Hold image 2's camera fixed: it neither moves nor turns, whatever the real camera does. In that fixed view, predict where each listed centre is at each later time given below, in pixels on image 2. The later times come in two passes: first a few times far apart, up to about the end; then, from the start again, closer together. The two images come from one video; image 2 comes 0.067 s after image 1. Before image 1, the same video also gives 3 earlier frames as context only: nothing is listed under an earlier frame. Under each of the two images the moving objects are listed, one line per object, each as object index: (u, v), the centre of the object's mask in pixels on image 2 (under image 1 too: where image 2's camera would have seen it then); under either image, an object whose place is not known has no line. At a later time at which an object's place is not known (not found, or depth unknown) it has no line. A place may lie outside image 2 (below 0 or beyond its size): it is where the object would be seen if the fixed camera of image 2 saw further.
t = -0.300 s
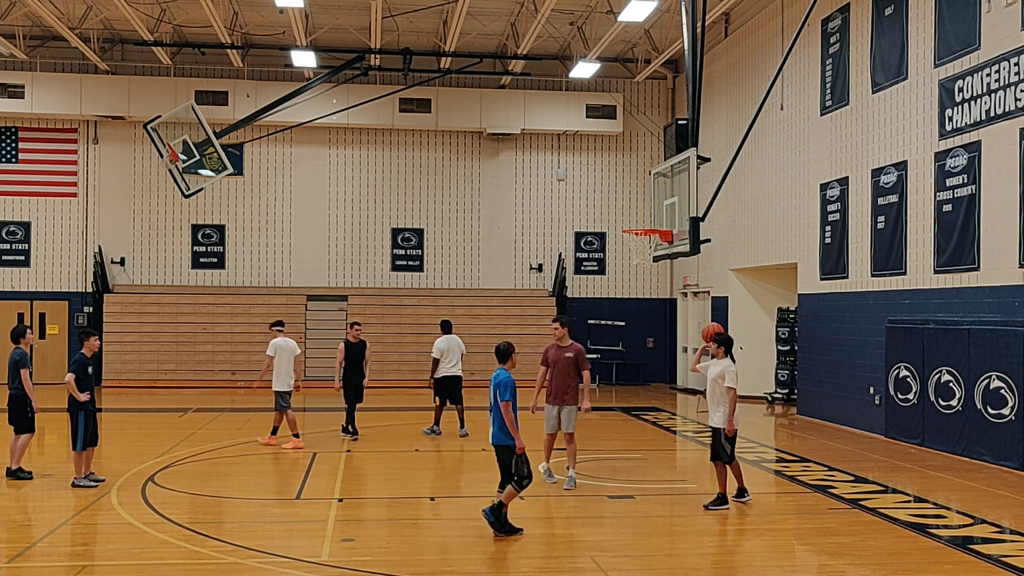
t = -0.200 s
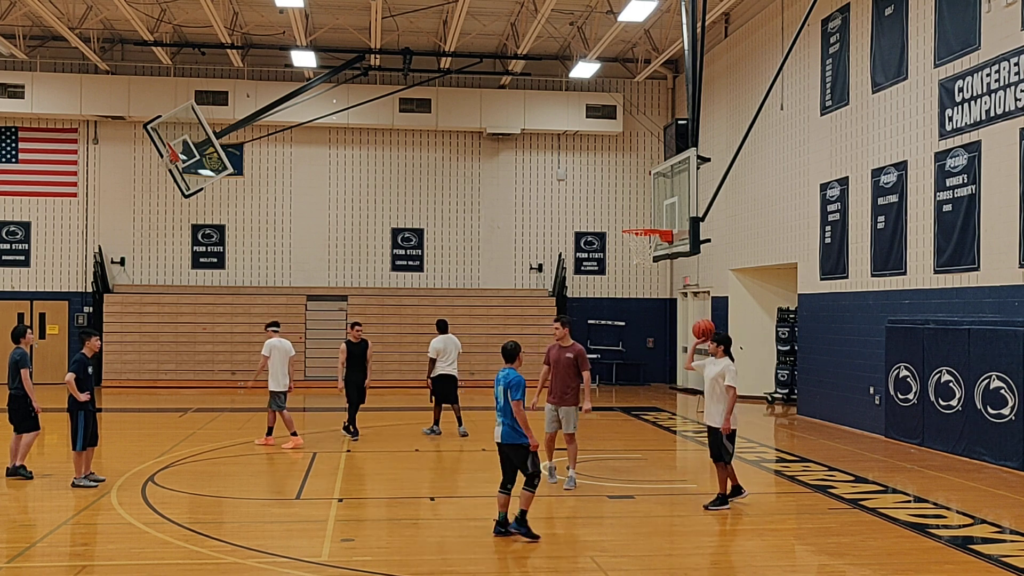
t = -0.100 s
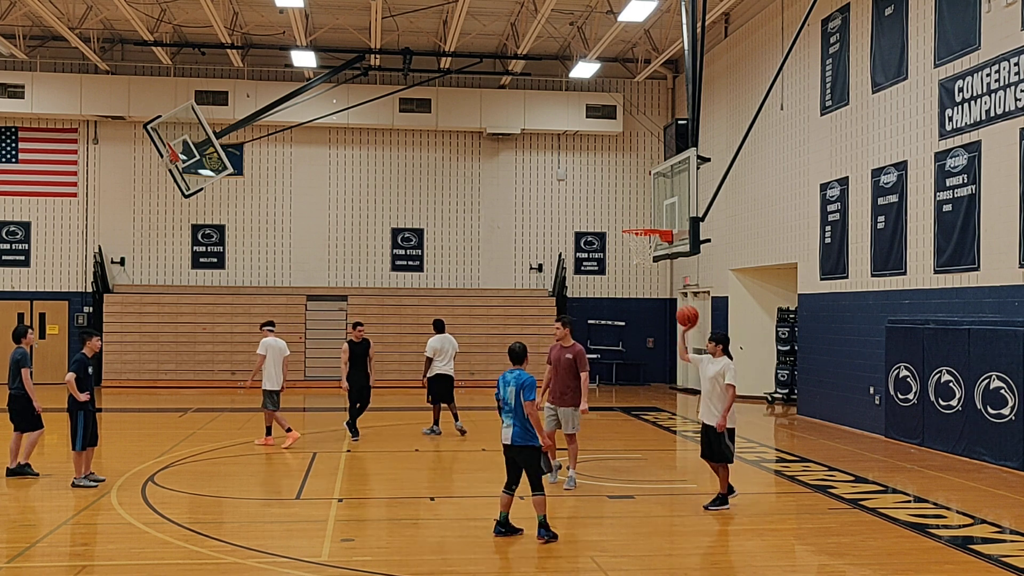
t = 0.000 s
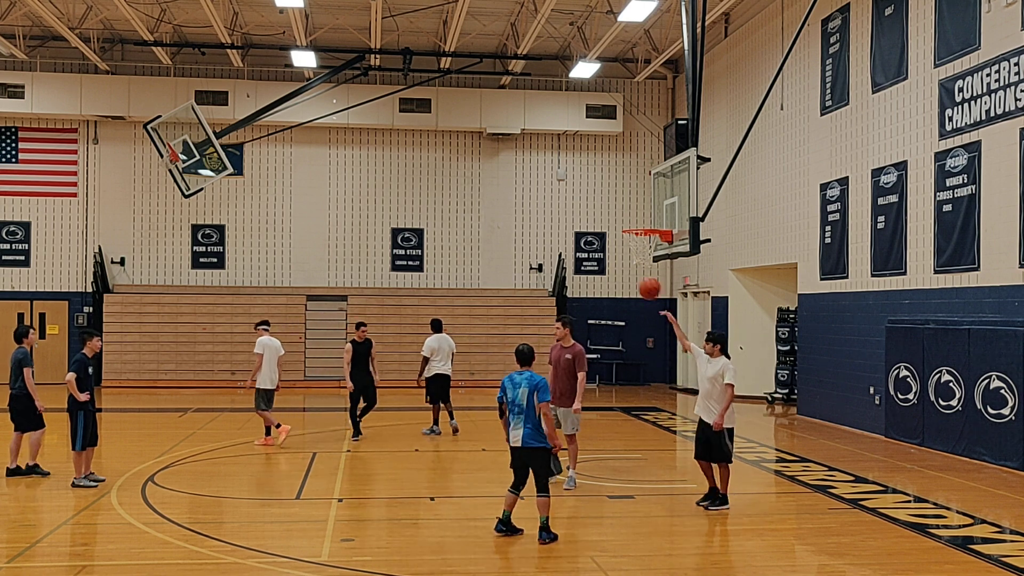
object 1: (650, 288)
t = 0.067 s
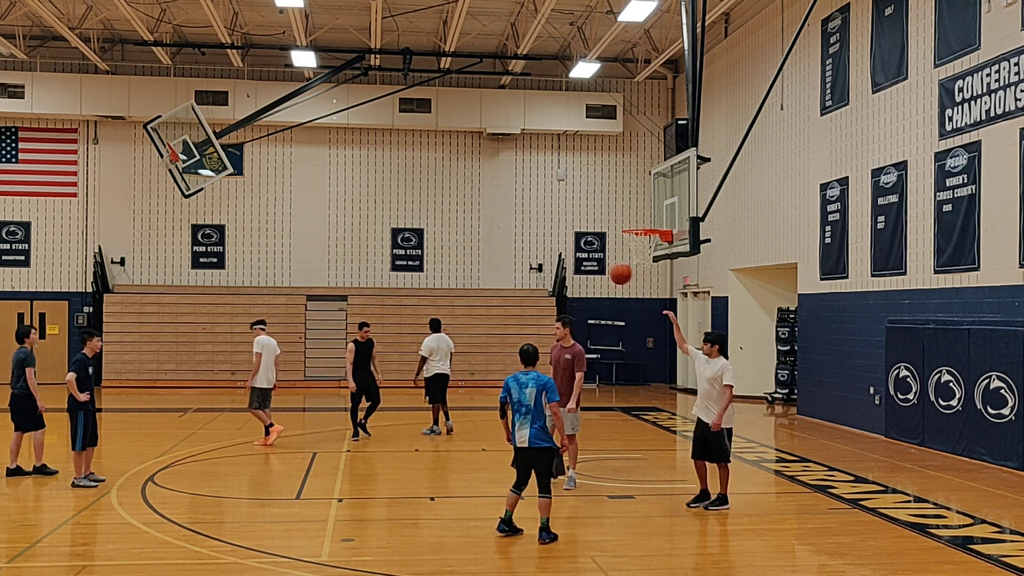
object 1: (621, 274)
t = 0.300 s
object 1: (523, 255)
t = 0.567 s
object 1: (417, 292)
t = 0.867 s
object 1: (302, 406)
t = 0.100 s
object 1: (606, 268)
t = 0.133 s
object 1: (592, 264)
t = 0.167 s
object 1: (578, 260)
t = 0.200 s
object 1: (564, 257)
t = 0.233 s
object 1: (551, 256)
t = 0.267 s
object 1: (537, 255)
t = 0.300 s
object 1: (523, 255)
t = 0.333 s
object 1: (509, 257)
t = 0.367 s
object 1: (496, 259)
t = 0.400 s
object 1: (483, 262)
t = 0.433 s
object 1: (469, 266)
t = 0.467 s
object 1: (456, 271)
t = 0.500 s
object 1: (443, 277)
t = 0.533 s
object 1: (429, 284)
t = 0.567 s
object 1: (417, 292)
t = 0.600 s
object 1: (403, 300)
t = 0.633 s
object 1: (390, 311)
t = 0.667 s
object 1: (377, 322)
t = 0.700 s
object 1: (365, 333)
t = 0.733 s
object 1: (352, 346)
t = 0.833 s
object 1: (314, 390)
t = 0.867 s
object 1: (302, 406)
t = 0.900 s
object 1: (290, 423)
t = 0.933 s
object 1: (277, 441)
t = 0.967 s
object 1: (266, 460)
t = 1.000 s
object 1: (254, 478)
